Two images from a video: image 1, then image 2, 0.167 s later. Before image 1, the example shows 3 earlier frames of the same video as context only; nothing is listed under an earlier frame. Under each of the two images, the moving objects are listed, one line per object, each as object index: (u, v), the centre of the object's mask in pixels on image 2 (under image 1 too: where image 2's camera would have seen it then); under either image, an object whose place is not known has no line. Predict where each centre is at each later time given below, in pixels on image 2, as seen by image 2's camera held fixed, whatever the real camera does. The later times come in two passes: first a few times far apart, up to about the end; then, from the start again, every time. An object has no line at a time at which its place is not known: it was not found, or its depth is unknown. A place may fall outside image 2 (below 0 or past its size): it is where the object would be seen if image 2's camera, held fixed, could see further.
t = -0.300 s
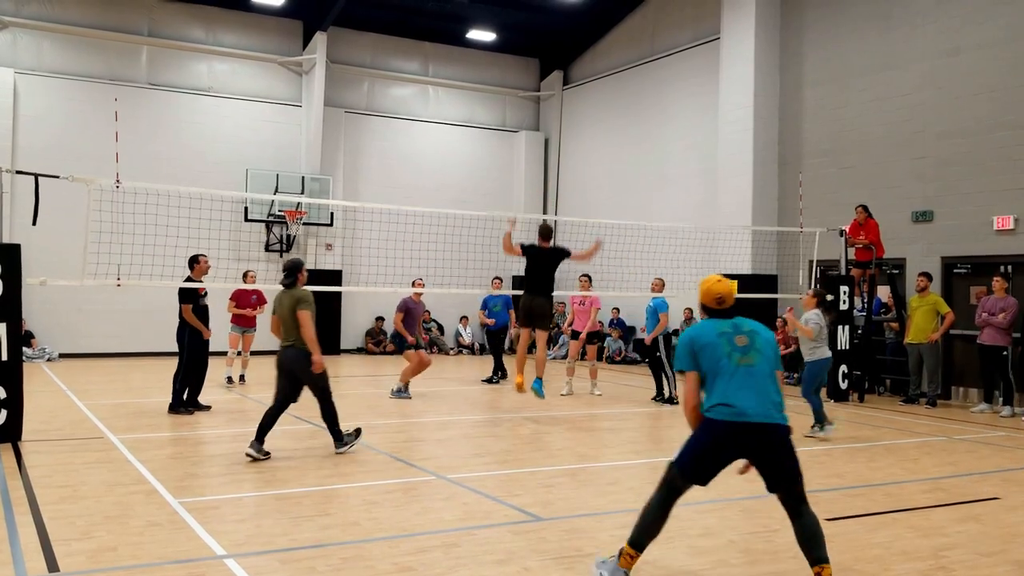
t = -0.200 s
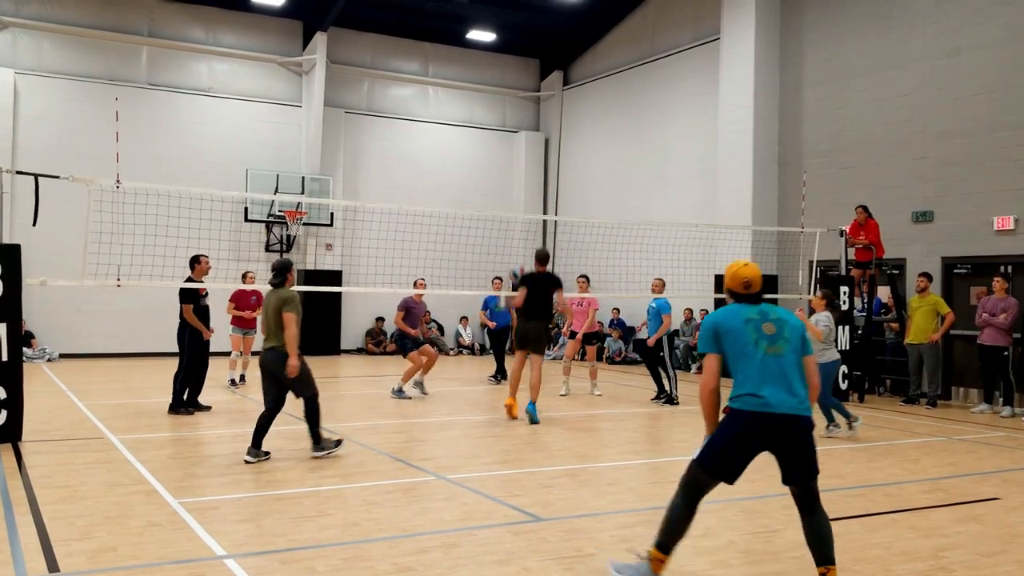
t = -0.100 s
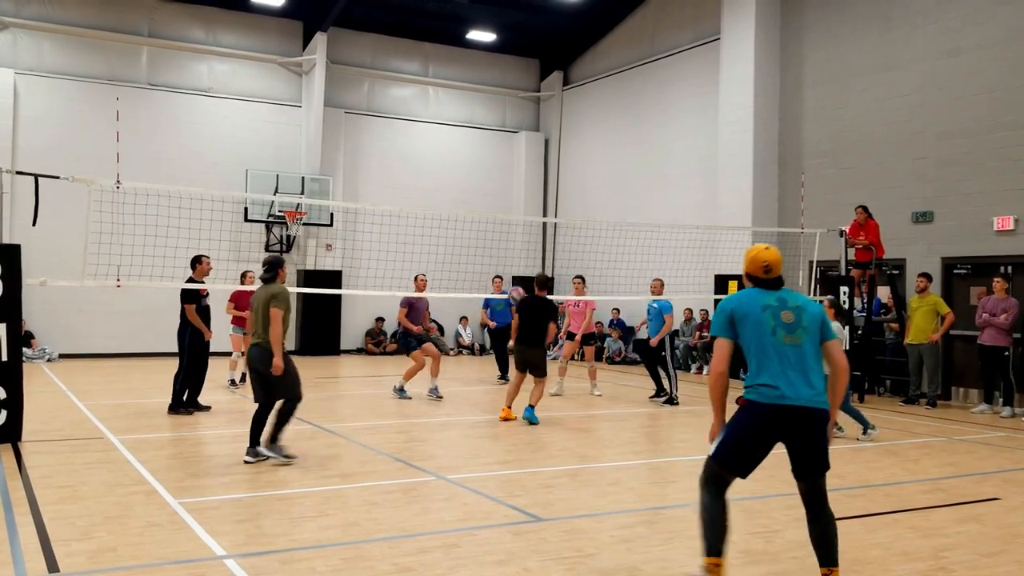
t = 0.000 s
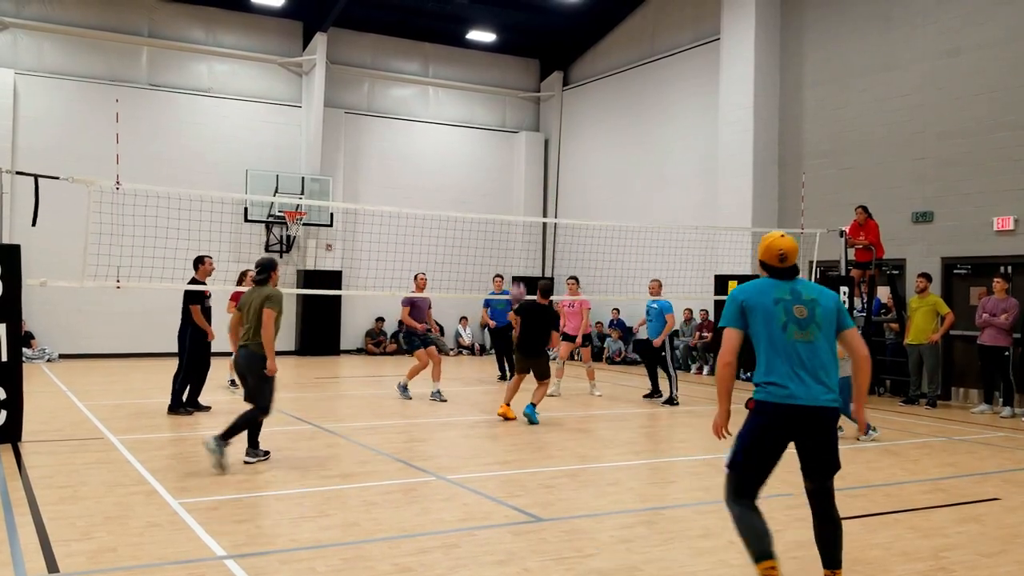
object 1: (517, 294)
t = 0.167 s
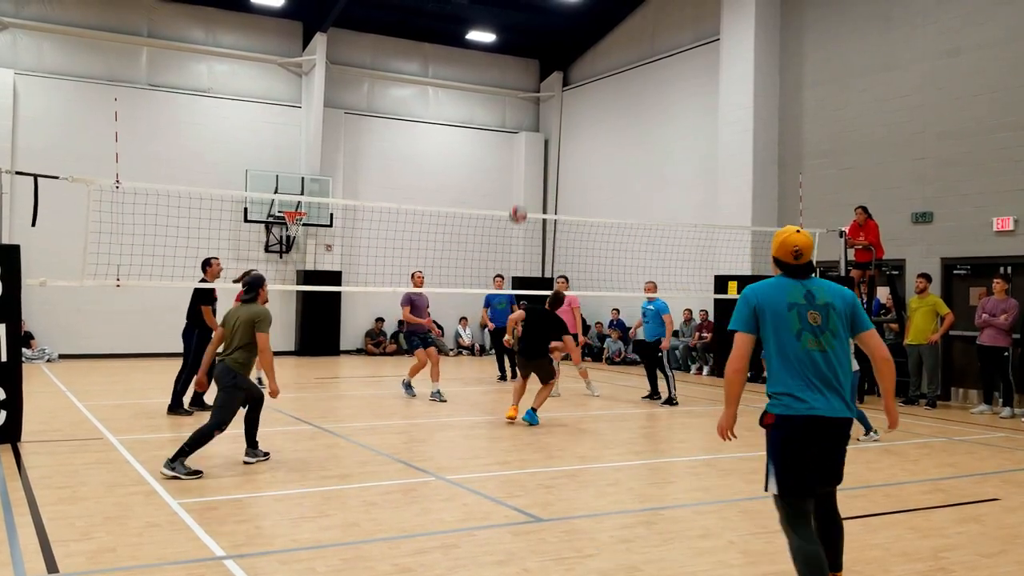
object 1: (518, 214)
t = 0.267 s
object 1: (518, 176)
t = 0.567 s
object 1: (519, 105)
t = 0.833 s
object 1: (517, 109)
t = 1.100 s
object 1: (515, 187)
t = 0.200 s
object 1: (518, 201)
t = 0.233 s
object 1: (518, 188)
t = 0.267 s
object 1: (518, 176)
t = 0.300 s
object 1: (518, 165)
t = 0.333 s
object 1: (518, 154)
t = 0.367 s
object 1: (518, 145)
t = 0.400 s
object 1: (518, 136)
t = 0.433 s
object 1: (519, 127)
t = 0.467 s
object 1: (519, 120)
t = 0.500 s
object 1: (519, 115)
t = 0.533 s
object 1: (519, 110)
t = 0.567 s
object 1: (519, 105)
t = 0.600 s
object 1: (518, 103)
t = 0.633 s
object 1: (518, 100)
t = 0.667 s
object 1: (518, 100)
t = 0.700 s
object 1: (518, 100)
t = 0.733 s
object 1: (518, 100)
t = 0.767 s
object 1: (518, 102)
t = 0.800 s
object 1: (518, 105)
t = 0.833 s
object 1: (517, 109)
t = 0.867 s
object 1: (518, 115)
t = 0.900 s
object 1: (517, 122)
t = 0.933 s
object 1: (517, 130)
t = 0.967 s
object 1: (516, 138)
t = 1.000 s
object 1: (515, 150)
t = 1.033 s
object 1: (515, 161)
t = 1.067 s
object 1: (515, 173)
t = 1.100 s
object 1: (515, 187)
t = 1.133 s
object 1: (514, 203)
